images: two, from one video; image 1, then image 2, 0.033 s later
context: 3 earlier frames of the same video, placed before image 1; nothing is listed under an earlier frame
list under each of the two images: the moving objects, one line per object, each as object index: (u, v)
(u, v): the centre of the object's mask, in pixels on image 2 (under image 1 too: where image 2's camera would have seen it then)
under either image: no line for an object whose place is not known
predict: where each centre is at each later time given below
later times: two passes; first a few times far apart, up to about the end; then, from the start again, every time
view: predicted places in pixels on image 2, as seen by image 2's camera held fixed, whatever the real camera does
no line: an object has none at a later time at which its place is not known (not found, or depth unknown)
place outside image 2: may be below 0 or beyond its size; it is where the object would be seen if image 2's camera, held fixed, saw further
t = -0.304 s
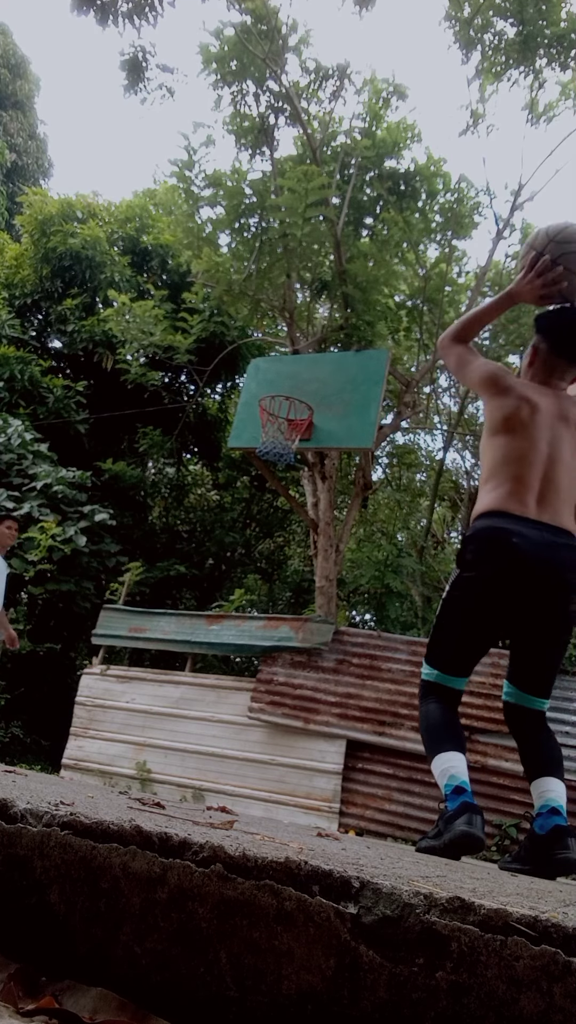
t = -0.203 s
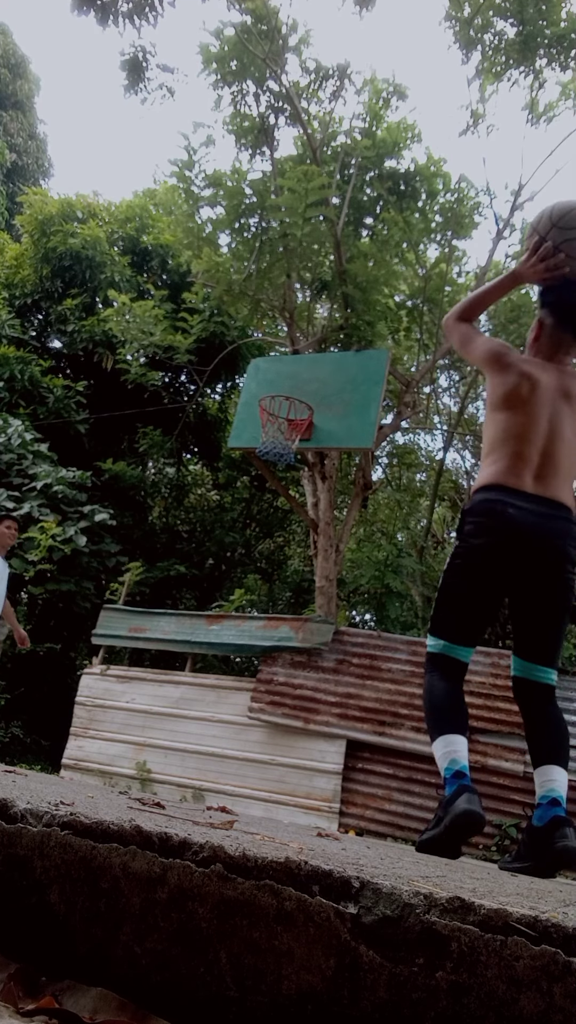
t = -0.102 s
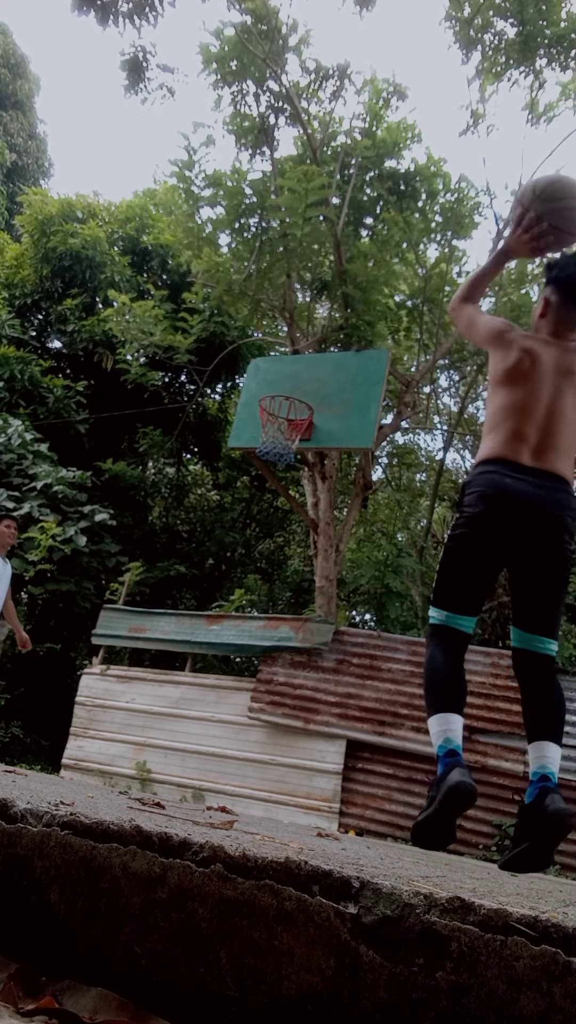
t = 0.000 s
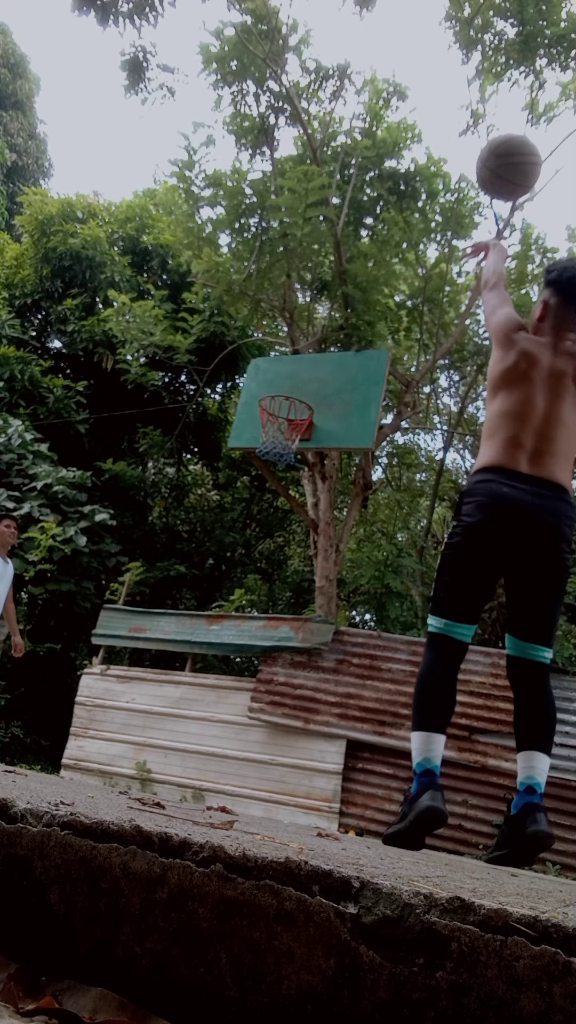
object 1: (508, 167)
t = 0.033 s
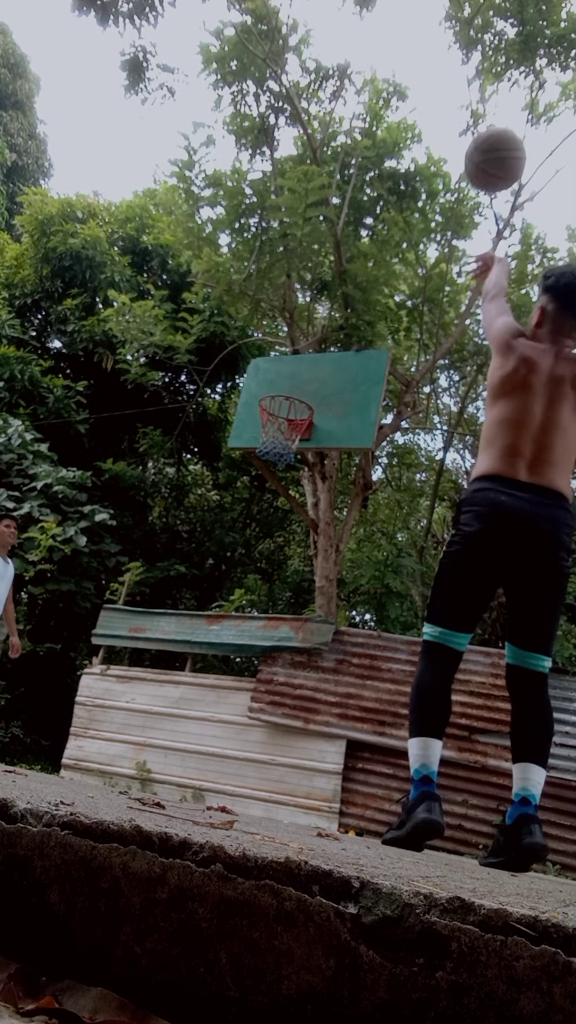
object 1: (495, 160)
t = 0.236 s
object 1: (430, 168)
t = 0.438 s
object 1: (379, 226)
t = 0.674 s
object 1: (320, 338)
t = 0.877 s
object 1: (289, 430)
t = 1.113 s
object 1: (255, 590)
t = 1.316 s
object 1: (224, 732)
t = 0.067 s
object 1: (482, 155)
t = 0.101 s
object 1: (471, 154)
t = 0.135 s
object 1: (460, 155)
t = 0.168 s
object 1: (450, 158)
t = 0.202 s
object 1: (440, 162)
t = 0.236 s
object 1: (430, 168)
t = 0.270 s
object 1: (421, 175)
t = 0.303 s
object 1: (412, 183)
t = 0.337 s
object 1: (404, 192)
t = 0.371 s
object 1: (395, 202)
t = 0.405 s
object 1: (387, 214)
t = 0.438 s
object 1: (379, 226)
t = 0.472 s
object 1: (370, 240)
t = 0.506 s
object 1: (361, 254)
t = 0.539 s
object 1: (353, 269)
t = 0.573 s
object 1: (345, 286)
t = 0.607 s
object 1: (337, 302)
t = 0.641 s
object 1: (328, 321)
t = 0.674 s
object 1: (320, 338)
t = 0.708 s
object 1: (312, 357)
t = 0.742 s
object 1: (303, 378)
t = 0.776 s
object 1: (295, 396)
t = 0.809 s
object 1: (293, 406)
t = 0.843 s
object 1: (291, 418)
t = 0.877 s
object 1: (289, 430)
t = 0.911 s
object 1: (285, 447)
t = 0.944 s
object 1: (282, 465)
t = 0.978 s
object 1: (278, 484)
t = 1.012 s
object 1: (273, 507)
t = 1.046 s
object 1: (268, 532)
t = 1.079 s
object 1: (262, 559)
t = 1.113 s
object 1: (255, 590)
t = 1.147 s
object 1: (248, 625)
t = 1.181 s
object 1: (239, 663)
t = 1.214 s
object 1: (230, 705)
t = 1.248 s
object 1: (219, 755)
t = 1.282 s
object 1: (214, 776)
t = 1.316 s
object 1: (224, 732)
